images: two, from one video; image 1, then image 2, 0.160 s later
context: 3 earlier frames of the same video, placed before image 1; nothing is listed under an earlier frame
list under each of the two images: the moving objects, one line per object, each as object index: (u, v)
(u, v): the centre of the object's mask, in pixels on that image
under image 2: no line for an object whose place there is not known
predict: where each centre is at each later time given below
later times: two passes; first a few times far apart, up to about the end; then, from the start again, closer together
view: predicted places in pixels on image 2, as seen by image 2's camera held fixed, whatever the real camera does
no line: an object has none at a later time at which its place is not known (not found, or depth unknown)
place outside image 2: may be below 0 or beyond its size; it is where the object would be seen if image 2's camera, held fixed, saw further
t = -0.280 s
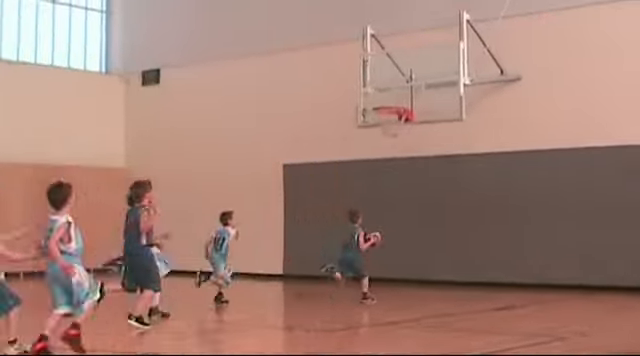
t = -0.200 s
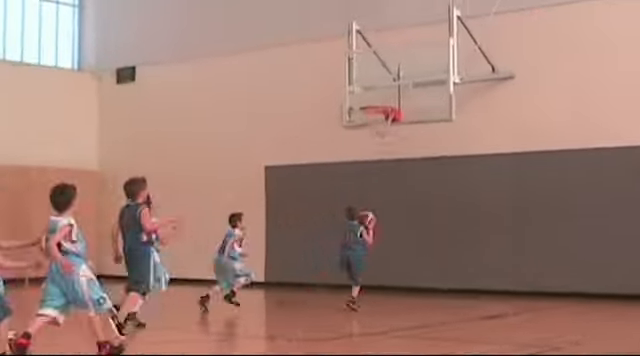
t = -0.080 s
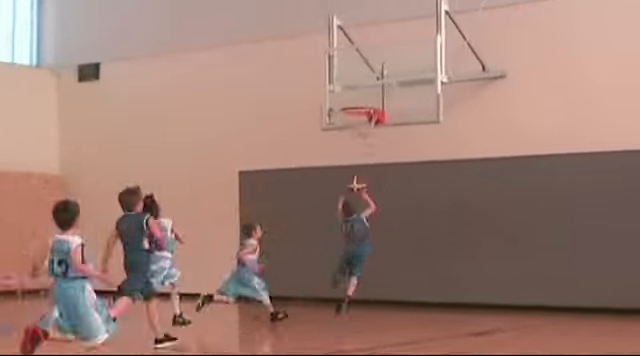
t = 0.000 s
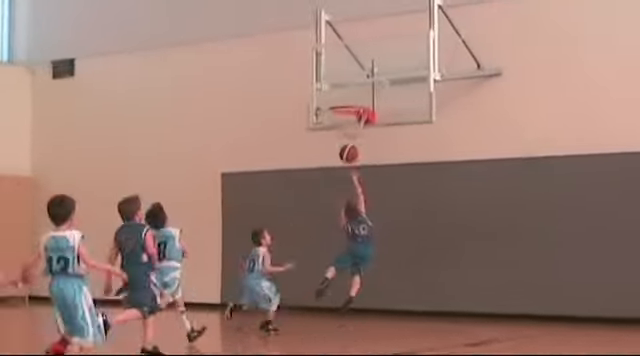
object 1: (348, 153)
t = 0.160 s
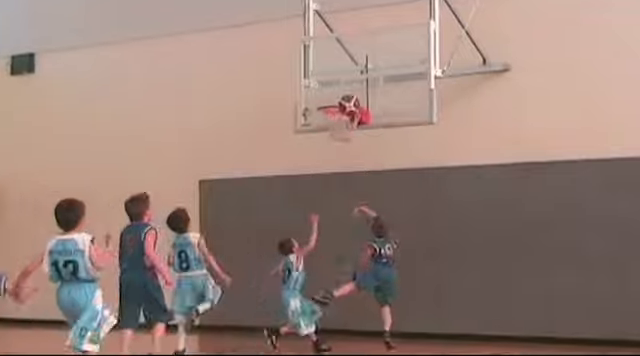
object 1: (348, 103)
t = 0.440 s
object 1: (362, 73)
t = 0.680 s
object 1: (344, 97)
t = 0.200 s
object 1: (351, 95)
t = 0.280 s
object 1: (355, 82)
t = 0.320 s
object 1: (357, 79)
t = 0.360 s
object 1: (358, 75)
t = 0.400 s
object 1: (360, 73)
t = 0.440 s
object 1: (362, 73)
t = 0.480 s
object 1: (364, 73)
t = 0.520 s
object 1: (365, 76)
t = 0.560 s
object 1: (359, 80)
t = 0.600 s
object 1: (354, 85)
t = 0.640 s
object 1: (349, 90)
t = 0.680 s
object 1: (344, 97)
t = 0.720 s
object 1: (338, 108)
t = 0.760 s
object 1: (333, 117)
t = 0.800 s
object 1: (330, 121)
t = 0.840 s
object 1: (330, 121)
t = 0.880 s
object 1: (331, 120)
